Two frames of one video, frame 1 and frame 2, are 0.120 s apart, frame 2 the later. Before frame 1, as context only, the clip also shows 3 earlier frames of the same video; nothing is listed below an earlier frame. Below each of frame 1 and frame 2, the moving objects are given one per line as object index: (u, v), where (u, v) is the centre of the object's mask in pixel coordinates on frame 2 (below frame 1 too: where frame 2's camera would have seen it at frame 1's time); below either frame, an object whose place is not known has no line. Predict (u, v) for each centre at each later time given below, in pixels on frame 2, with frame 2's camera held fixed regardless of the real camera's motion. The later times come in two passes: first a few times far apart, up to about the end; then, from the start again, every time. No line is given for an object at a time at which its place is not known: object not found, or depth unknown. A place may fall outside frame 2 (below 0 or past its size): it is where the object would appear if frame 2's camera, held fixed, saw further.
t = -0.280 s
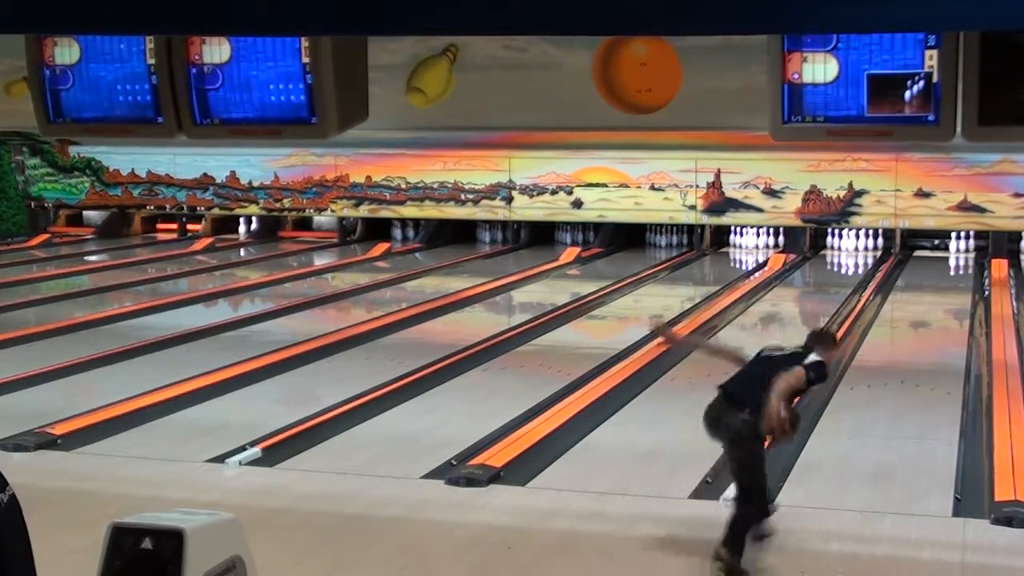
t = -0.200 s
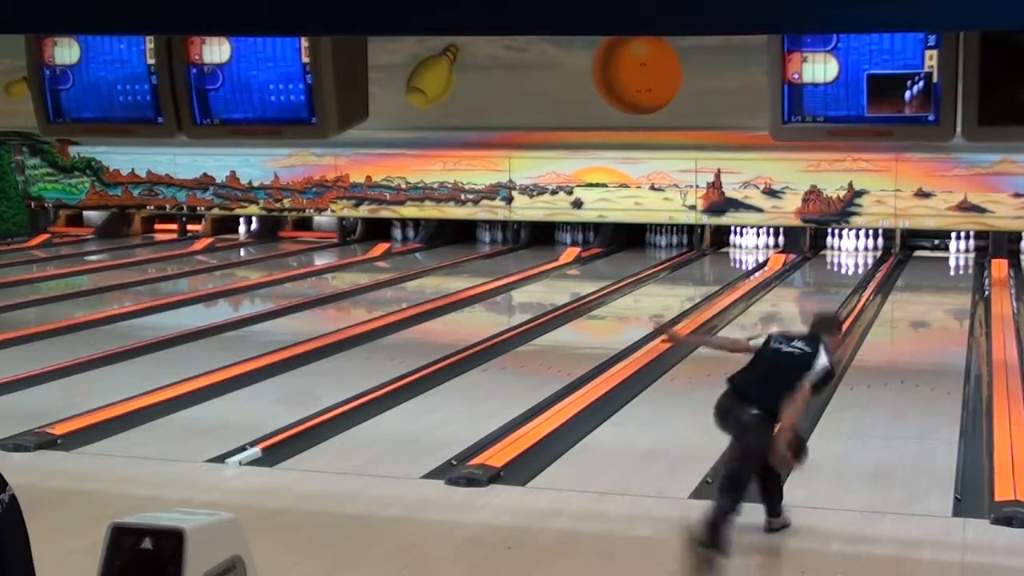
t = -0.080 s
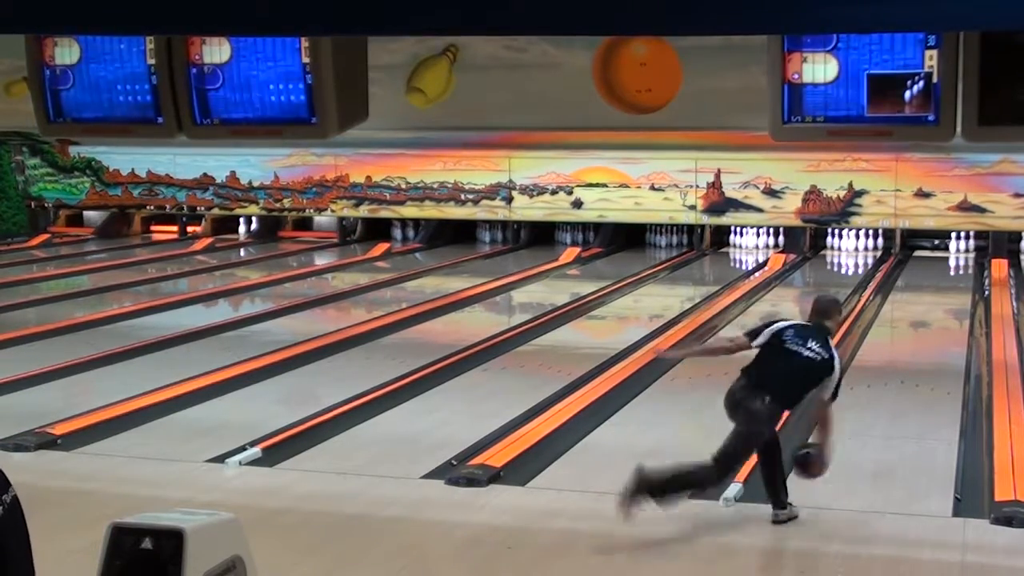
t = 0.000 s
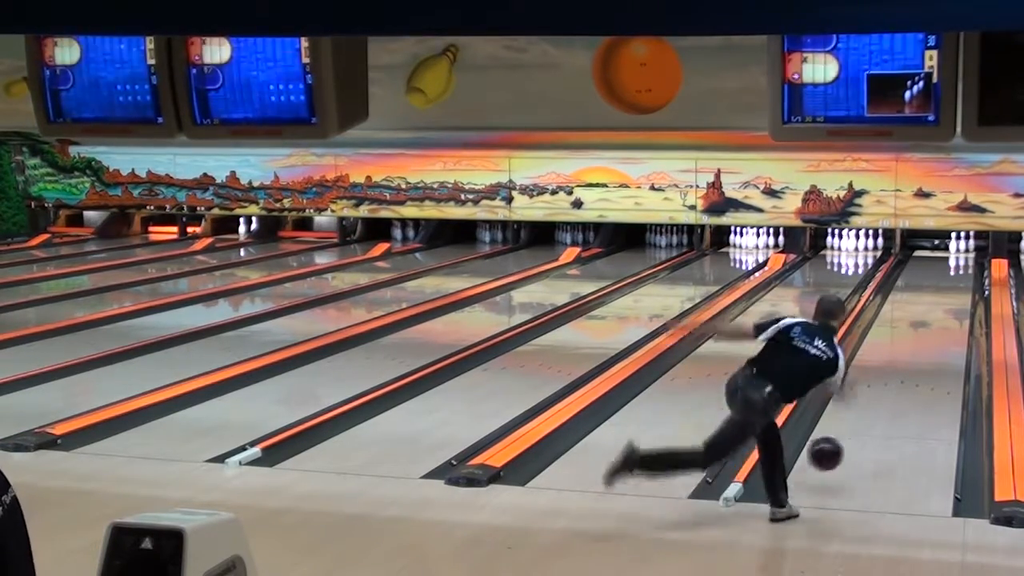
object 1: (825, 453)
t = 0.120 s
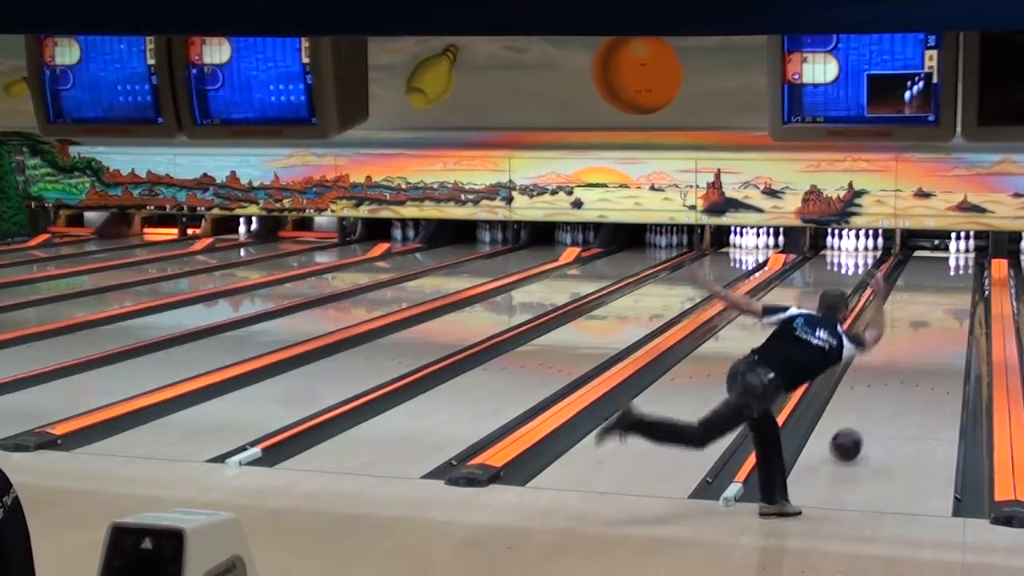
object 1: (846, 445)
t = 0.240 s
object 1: (863, 420)
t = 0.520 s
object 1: (894, 373)
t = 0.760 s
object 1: (913, 344)
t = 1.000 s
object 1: (928, 321)
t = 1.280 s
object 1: (941, 299)
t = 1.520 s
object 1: (949, 284)
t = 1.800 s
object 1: (954, 270)
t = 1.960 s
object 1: (954, 263)
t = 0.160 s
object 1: (852, 436)
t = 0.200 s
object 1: (858, 428)
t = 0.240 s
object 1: (863, 420)
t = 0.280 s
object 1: (868, 412)
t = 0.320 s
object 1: (873, 405)
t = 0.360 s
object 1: (878, 398)
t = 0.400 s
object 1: (882, 392)
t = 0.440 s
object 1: (886, 385)
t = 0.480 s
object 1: (890, 379)
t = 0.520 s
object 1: (894, 373)
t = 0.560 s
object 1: (898, 368)
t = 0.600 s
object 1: (901, 363)
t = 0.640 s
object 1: (904, 358)
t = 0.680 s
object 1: (907, 354)
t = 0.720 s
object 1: (911, 348)
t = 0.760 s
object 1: (913, 344)
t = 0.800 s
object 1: (916, 340)
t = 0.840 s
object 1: (919, 336)
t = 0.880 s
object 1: (921, 332)
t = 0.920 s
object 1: (923, 328)
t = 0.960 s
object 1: (925, 325)
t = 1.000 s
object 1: (928, 321)
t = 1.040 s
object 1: (929, 318)
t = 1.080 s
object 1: (931, 315)
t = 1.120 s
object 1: (934, 311)
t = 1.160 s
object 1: (936, 308)
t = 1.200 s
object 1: (937, 305)
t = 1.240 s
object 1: (939, 302)
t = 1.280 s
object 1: (941, 299)
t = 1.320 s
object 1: (942, 297)
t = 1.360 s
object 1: (943, 294)
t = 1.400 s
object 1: (945, 291)
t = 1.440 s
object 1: (946, 289)
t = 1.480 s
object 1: (947, 287)
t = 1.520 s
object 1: (949, 284)
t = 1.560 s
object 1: (950, 283)
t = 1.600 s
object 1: (951, 280)
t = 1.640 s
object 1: (952, 278)
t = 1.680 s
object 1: (952, 276)
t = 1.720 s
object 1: (953, 274)
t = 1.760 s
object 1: (954, 272)
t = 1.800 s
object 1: (954, 270)
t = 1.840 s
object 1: (954, 268)
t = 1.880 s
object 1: (955, 266)
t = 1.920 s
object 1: (954, 264)
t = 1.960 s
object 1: (954, 263)
